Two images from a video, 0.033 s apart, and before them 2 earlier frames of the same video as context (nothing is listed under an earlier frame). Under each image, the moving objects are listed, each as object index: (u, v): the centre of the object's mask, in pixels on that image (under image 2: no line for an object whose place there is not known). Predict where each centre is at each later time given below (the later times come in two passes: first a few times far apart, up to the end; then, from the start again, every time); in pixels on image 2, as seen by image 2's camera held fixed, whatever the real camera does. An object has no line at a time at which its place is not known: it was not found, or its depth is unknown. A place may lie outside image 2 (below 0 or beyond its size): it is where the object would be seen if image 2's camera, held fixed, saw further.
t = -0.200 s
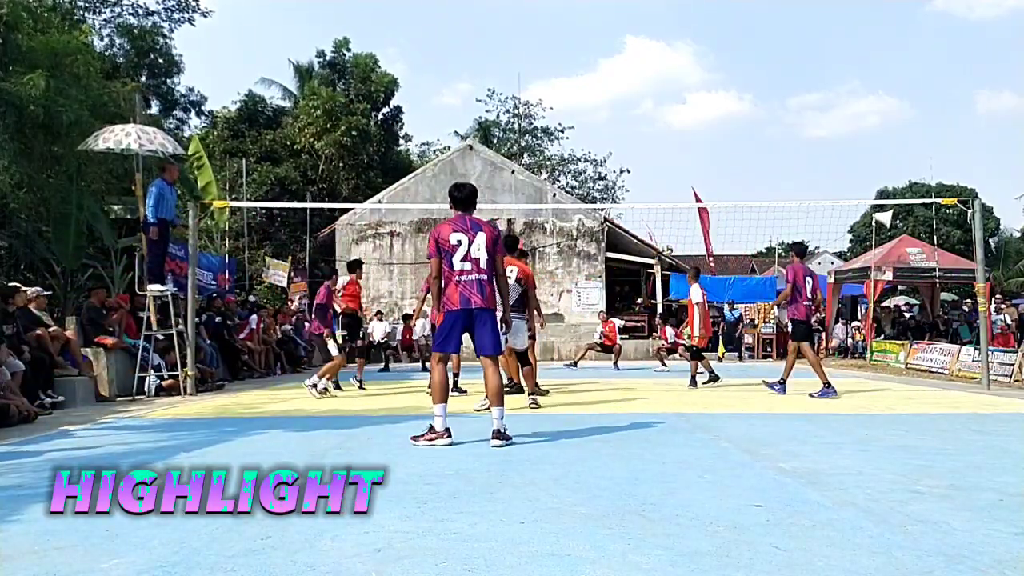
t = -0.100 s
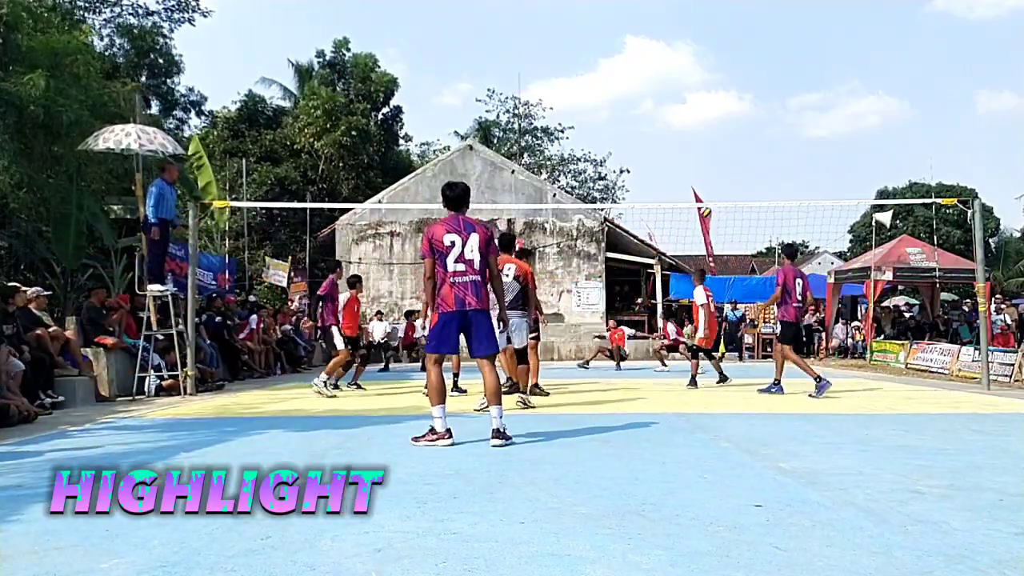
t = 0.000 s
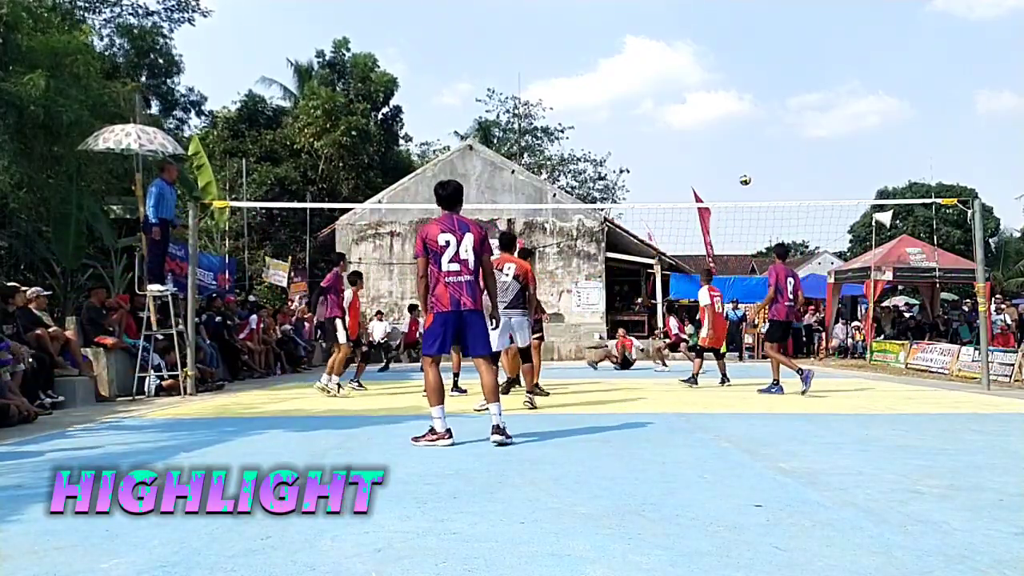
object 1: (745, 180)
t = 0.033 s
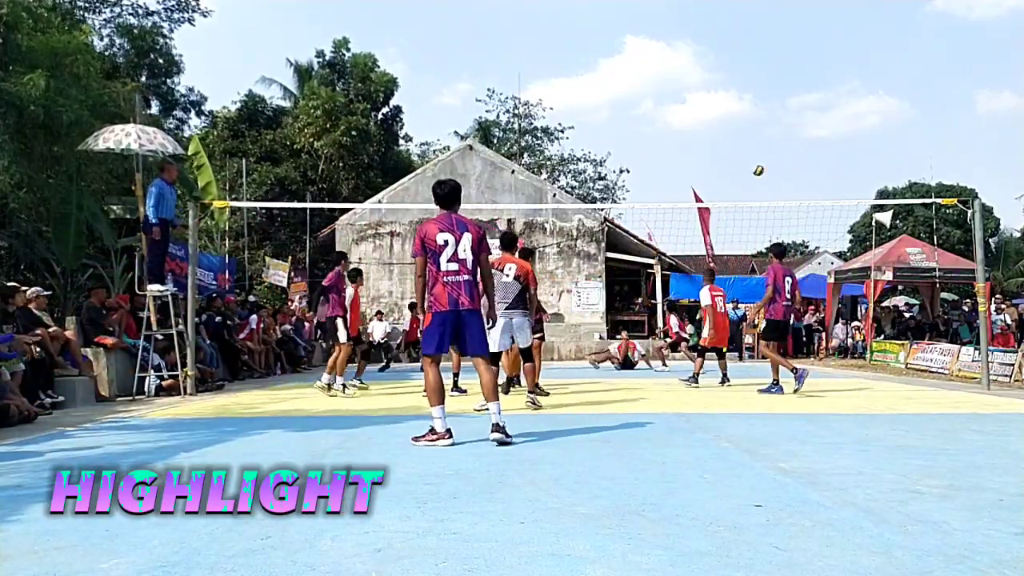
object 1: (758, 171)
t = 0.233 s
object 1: (837, 126)
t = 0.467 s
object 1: (927, 102)
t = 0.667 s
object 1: (1003, 105)
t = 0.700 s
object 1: (1016, 108)
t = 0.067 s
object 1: (771, 161)
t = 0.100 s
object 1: (784, 153)
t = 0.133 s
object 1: (797, 145)
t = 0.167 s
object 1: (811, 138)
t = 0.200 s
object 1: (823, 132)
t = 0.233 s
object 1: (837, 126)
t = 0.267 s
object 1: (849, 120)
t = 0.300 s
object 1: (863, 116)
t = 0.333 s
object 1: (875, 112)
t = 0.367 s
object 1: (888, 108)
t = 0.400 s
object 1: (901, 105)
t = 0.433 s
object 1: (914, 104)
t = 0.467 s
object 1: (927, 102)
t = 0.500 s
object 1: (940, 101)
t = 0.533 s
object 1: (952, 100)
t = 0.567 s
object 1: (965, 101)
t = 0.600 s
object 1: (978, 102)
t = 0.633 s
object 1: (991, 103)
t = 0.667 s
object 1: (1003, 105)
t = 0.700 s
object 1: (1016, 108)
